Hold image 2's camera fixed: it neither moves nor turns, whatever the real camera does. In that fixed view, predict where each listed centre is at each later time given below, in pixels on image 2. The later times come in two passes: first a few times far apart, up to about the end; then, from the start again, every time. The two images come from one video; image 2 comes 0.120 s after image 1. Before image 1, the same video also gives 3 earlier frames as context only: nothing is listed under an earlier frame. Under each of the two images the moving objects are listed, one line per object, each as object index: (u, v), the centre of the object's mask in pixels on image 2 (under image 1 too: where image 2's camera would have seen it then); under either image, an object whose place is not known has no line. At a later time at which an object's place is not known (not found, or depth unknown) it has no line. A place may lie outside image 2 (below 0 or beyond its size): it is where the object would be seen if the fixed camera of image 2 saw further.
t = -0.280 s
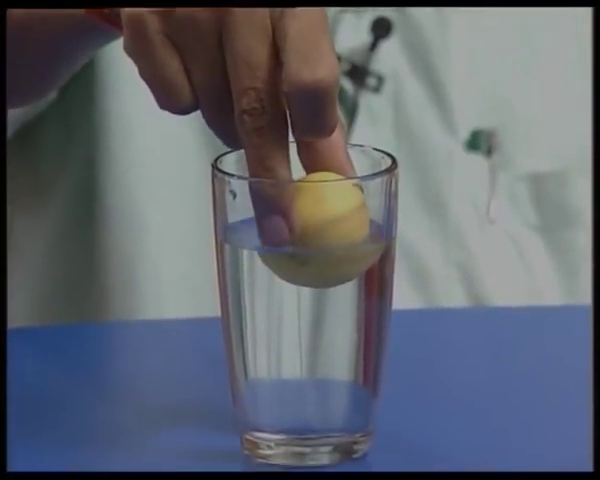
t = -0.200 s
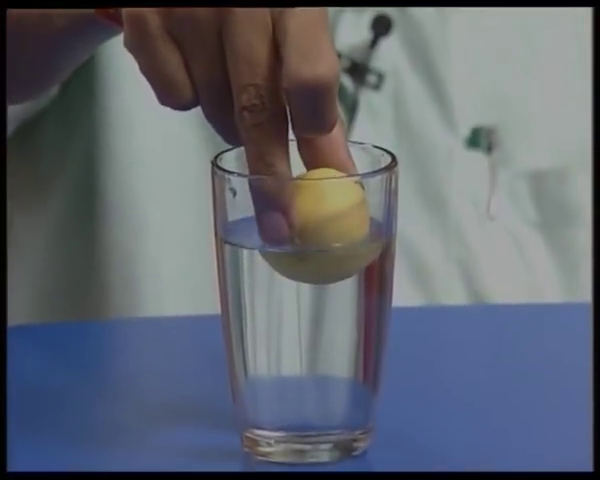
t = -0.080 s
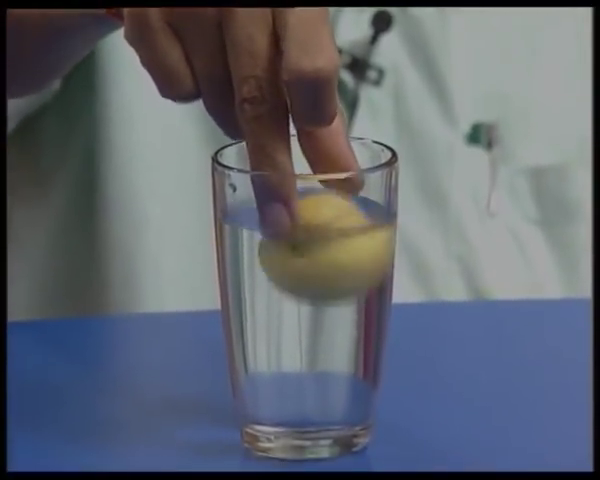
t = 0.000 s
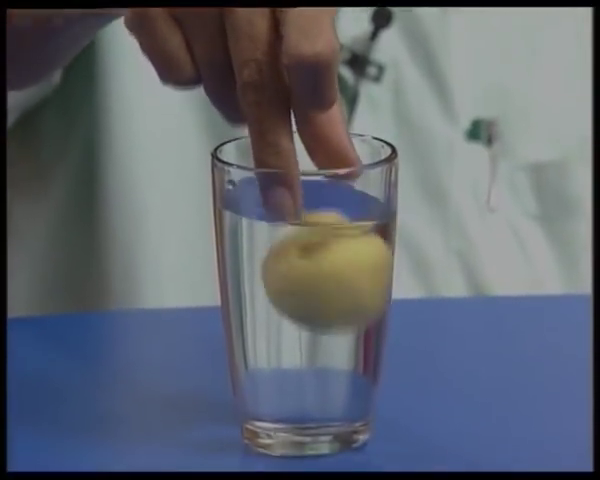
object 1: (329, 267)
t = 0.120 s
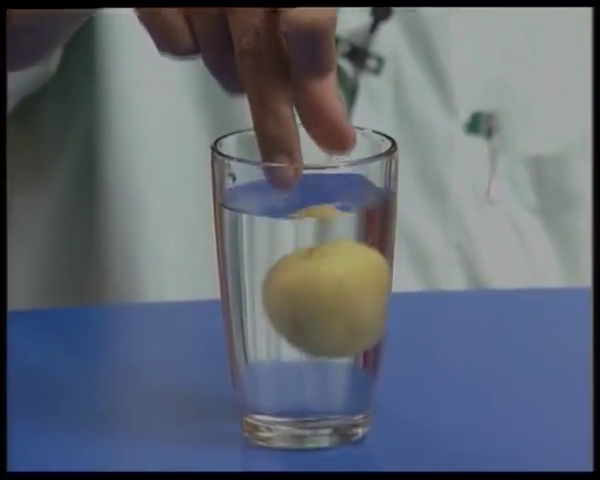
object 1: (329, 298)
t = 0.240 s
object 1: (317, 319)
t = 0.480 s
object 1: (288, 342)
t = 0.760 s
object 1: (296, 343)
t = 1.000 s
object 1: (306, 343)
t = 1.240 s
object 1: (308, 346)
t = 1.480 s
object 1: (307, 351)
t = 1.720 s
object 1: (304, 359)
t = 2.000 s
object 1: (299, 368)
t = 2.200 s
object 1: (299, 366)
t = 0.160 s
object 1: (326, 306)
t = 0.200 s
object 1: (321, 312)
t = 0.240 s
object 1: (317, 319)
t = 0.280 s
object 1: (311, 325)
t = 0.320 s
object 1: (306, 330)
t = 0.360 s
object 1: (301, 334)
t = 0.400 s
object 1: (296, 338)
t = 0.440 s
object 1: (292, 340)
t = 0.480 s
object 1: (288, 342)
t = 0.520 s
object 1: (287, 343)
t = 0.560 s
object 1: (288, 343)
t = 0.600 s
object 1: (290, 343)
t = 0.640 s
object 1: (291, 343)
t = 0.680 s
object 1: (293, 344)
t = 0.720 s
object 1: (295, 344)
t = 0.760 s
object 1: (296, 343)
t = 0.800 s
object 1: (298, 343)
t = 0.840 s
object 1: (300, 343)
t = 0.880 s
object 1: (302, 343)
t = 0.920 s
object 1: (303, 343)
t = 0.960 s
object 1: (304, 343)
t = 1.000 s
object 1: (306, 343)
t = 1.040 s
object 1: (307, 343)
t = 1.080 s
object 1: (308, 344)
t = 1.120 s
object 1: (308, 344)
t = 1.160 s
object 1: (308, 345)
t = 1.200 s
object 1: (308, 345)
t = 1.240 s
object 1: (308, 346)
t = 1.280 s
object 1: (308, 346)
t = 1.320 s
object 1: (307, 347)
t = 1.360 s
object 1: (307, 348)
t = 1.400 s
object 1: (307, 349)
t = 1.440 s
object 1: (307, 350)
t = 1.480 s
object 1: (307, 351)
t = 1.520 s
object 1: (306, 352)
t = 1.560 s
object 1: (306, 353)
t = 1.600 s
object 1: (305, 355)
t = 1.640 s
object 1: (305, 356)
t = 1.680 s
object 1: (304, 358)
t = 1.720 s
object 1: (304, 359)
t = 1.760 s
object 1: (303, 361)
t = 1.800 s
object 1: (302, 362)
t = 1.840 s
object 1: (301, 364)
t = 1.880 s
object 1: (300, 365)
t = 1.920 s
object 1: (300, 367)
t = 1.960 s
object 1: (299, 368)
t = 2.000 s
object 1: (299, 368)
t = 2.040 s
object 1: (299, 368)
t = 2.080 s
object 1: (299, 367)
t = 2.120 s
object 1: (299, 367)
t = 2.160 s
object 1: (299, 366)
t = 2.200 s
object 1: (299, 366)
